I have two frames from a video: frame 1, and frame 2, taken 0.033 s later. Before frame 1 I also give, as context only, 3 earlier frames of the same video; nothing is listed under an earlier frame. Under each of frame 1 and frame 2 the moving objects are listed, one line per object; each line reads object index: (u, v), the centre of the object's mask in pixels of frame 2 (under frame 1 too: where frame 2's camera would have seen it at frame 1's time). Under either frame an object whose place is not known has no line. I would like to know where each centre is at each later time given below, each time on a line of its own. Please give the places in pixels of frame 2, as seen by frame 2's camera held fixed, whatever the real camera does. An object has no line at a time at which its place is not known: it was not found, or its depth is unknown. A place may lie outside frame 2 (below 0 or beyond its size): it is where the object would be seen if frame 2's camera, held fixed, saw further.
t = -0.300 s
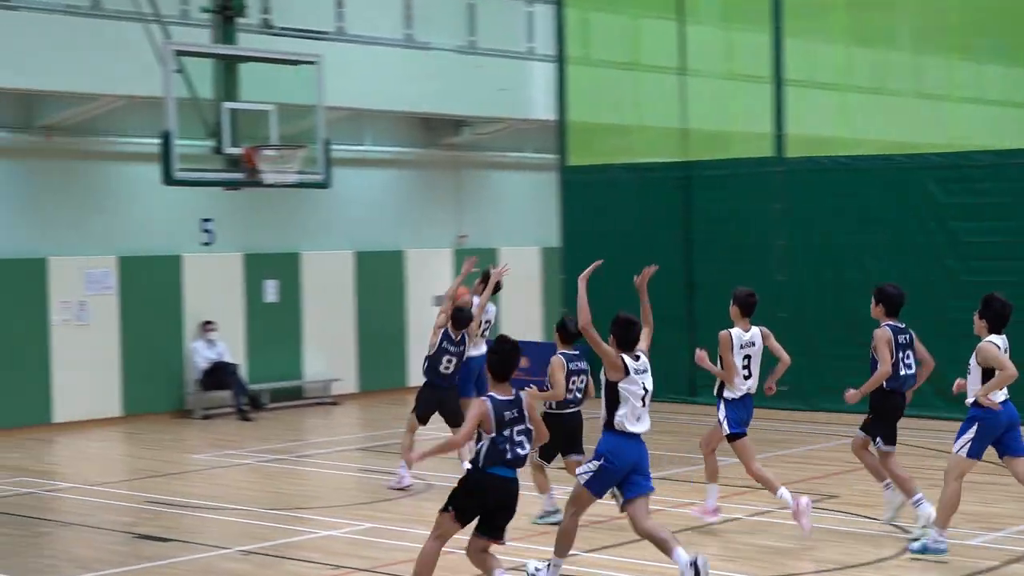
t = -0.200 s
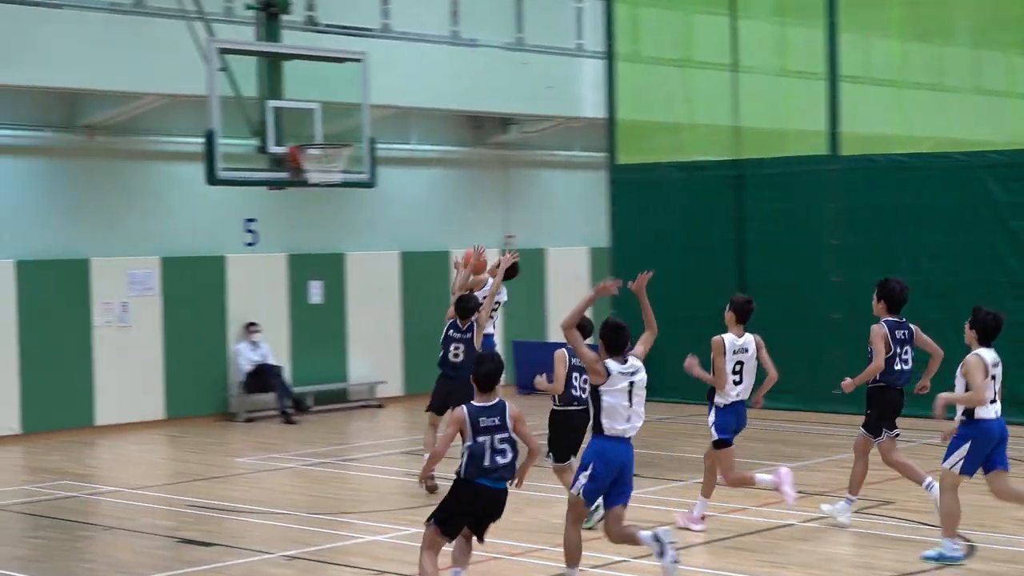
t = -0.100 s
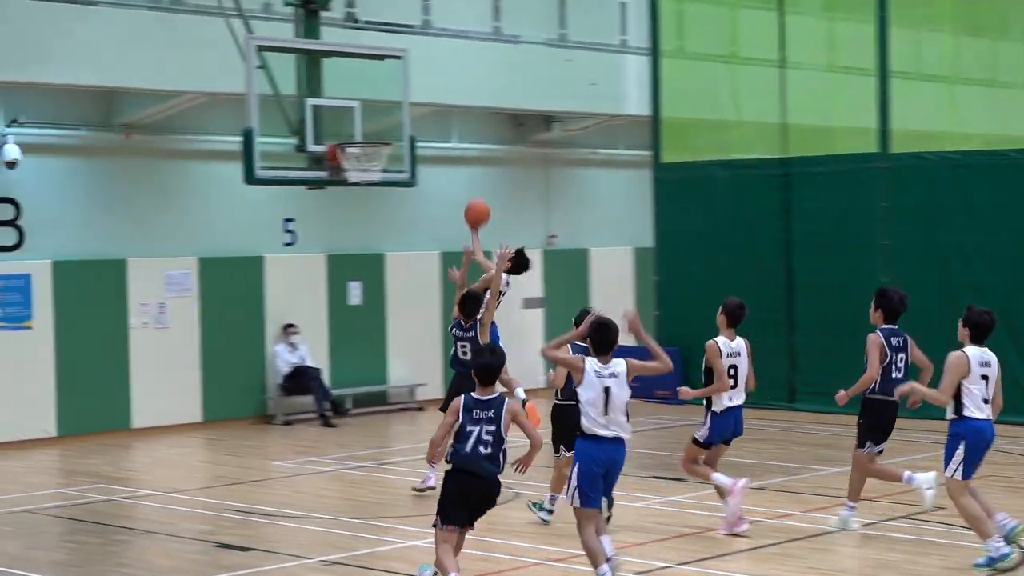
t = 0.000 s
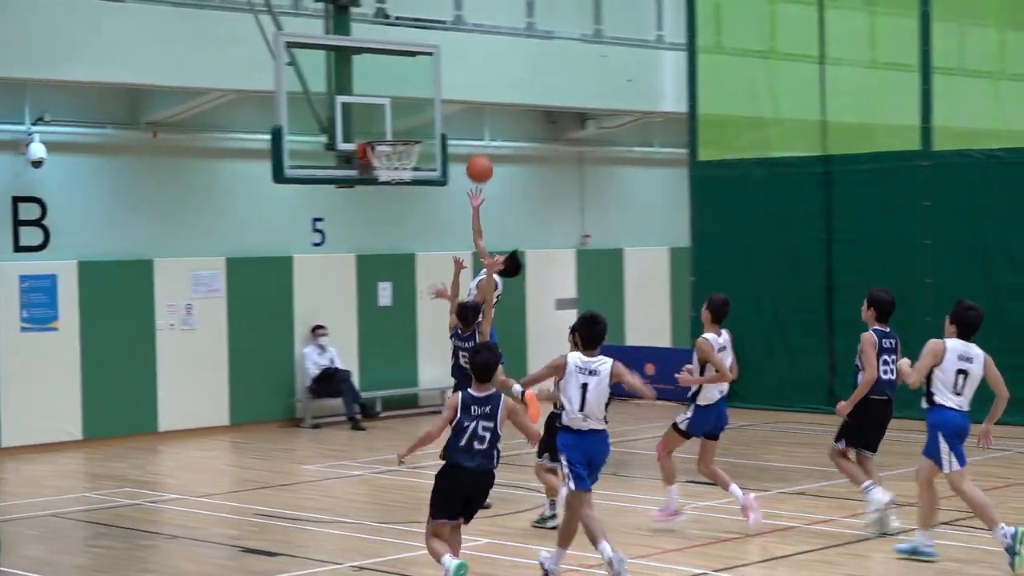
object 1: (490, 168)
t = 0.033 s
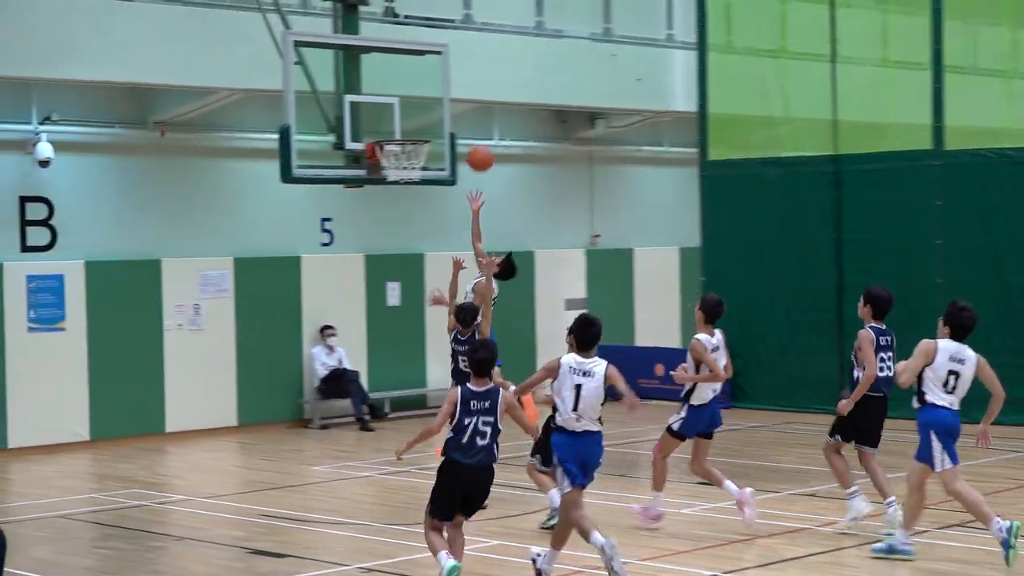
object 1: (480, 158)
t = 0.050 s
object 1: (476, 153)
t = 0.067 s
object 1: (472, 148)
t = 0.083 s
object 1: (468, 143)
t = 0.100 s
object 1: (464, 138)
